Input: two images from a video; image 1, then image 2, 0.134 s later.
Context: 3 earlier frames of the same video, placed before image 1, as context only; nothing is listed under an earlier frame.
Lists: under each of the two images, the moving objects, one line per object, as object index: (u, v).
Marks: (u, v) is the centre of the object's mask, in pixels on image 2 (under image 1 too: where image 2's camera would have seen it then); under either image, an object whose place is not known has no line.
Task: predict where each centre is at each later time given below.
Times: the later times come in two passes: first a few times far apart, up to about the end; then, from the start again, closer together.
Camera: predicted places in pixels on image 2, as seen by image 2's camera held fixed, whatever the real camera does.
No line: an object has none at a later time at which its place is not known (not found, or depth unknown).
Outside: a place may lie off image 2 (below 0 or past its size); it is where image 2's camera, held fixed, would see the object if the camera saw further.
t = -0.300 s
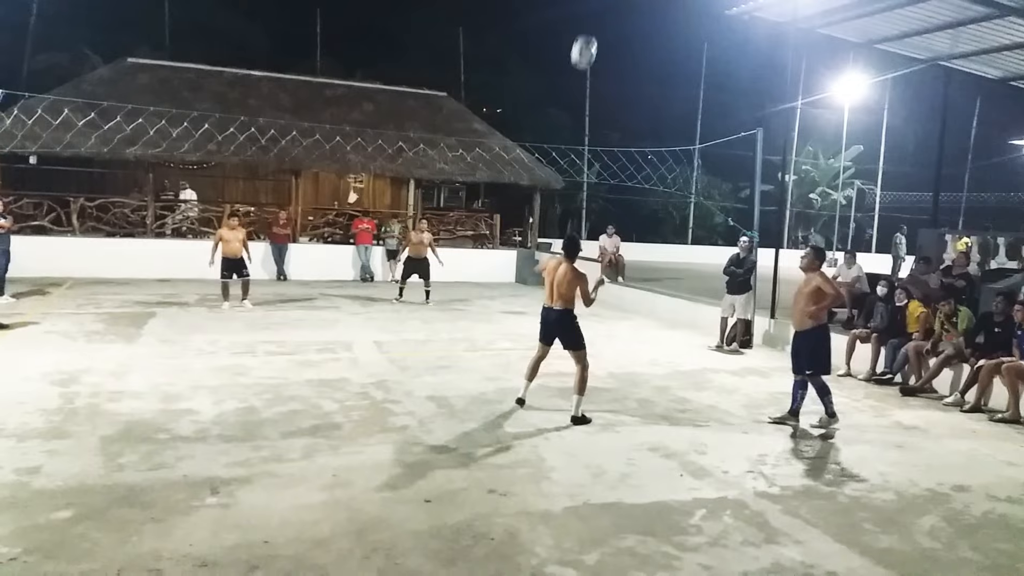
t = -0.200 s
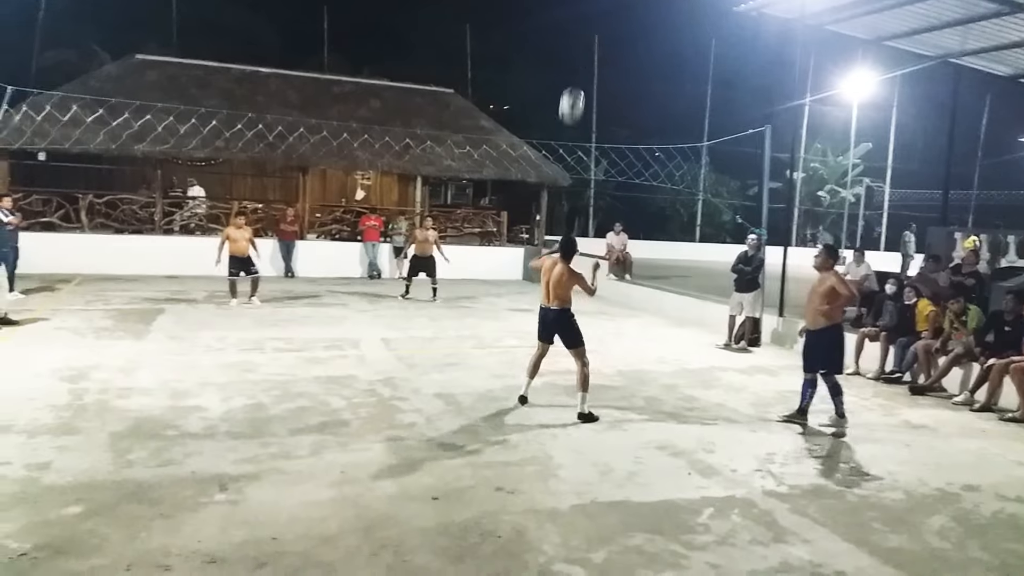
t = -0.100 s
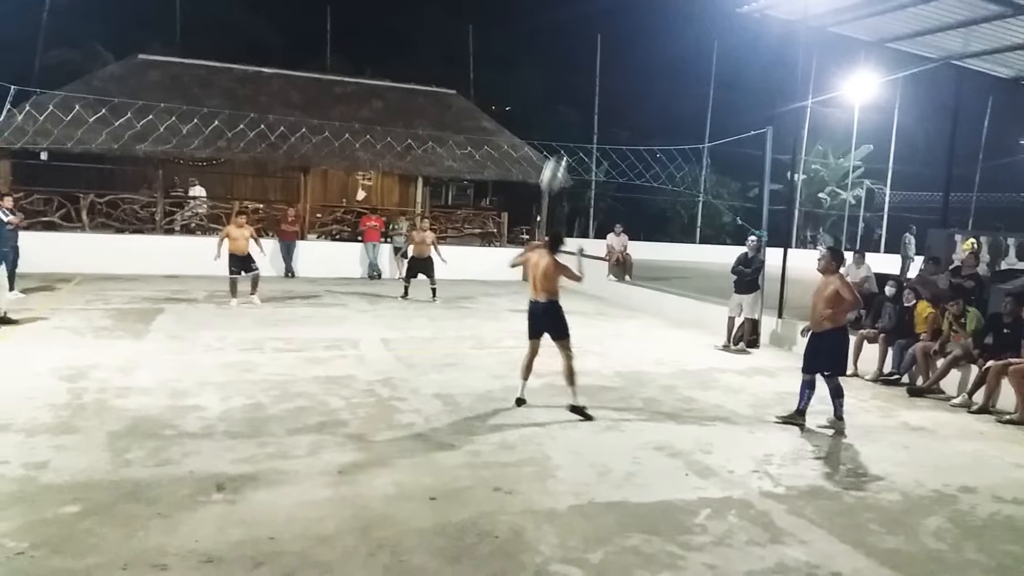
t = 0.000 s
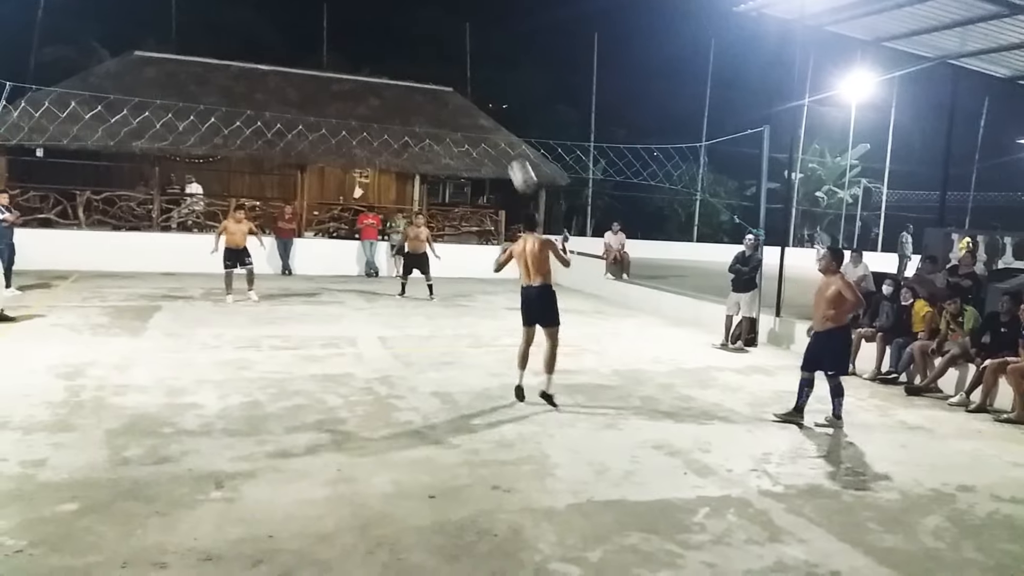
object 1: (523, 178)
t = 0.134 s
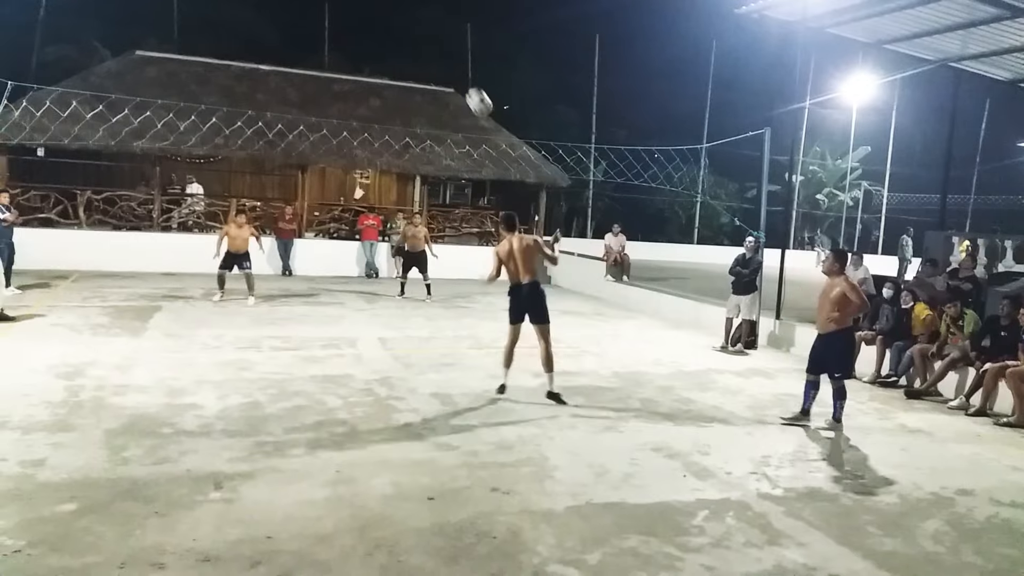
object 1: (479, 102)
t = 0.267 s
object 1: (440, 51)
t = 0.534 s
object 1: (376, 10)
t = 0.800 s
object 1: (328, 26)
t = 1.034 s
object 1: (293, 70)
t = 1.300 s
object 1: (261, 146)
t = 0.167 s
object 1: (469, 87)
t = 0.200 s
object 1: (459, 74)
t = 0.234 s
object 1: (449, 61)
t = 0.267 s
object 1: (440, 51)
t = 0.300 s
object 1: (431, 42)
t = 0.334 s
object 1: (423, 34)
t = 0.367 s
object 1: (414, 27)
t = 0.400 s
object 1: (406, 22)
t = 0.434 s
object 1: (398, 17)
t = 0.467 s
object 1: (391, 14)
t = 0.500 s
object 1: (384, 11)
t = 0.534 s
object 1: (376, 10)
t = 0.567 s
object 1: (369, 10)
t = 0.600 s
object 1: (363, 10)
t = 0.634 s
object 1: (357, 11)
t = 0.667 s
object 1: (351, 13)
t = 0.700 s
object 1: (345, 15)
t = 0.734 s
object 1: (339, 18)
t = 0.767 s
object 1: (333, 22)
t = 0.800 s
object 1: (328, 26)
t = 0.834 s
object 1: (323, 31)
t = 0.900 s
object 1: (312, 42)
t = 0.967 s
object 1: (303, 55)
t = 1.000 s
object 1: (298, 62)
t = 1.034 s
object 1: (293, 70)
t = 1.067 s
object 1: (289, 79)
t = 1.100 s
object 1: (285, 87)
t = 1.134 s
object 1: (281, 96)
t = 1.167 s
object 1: (276, 105)
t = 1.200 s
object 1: (273, 115)
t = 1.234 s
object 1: (269, 125)
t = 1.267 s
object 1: (265, 135)
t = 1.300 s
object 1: (261, 146)
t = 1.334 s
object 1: (257, 157)
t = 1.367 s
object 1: (254, 169)
